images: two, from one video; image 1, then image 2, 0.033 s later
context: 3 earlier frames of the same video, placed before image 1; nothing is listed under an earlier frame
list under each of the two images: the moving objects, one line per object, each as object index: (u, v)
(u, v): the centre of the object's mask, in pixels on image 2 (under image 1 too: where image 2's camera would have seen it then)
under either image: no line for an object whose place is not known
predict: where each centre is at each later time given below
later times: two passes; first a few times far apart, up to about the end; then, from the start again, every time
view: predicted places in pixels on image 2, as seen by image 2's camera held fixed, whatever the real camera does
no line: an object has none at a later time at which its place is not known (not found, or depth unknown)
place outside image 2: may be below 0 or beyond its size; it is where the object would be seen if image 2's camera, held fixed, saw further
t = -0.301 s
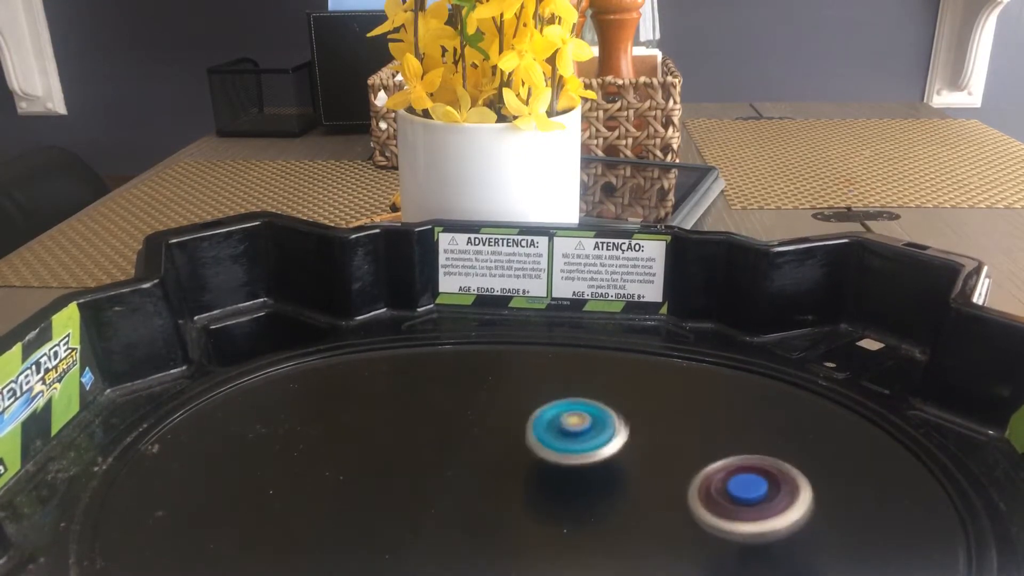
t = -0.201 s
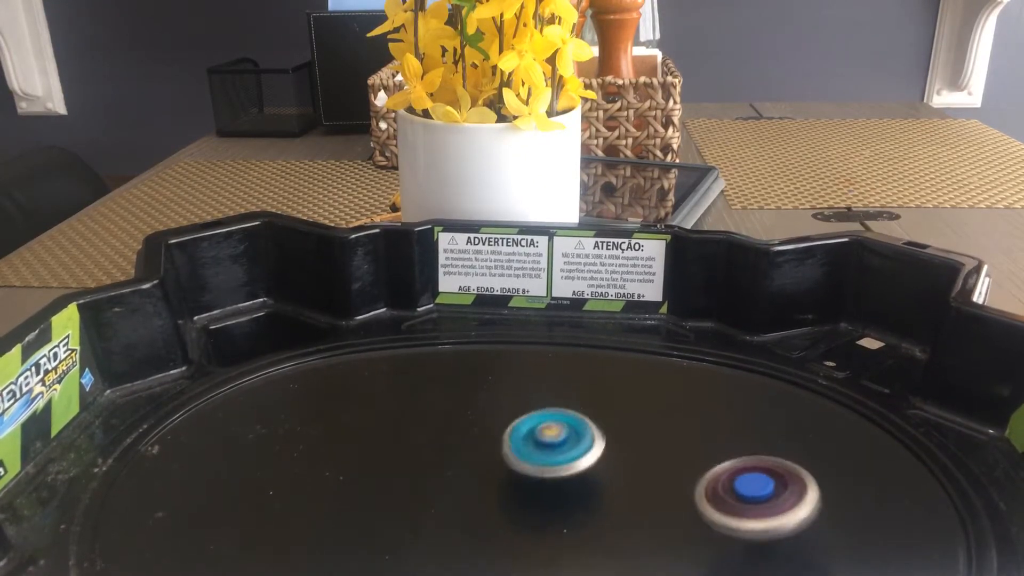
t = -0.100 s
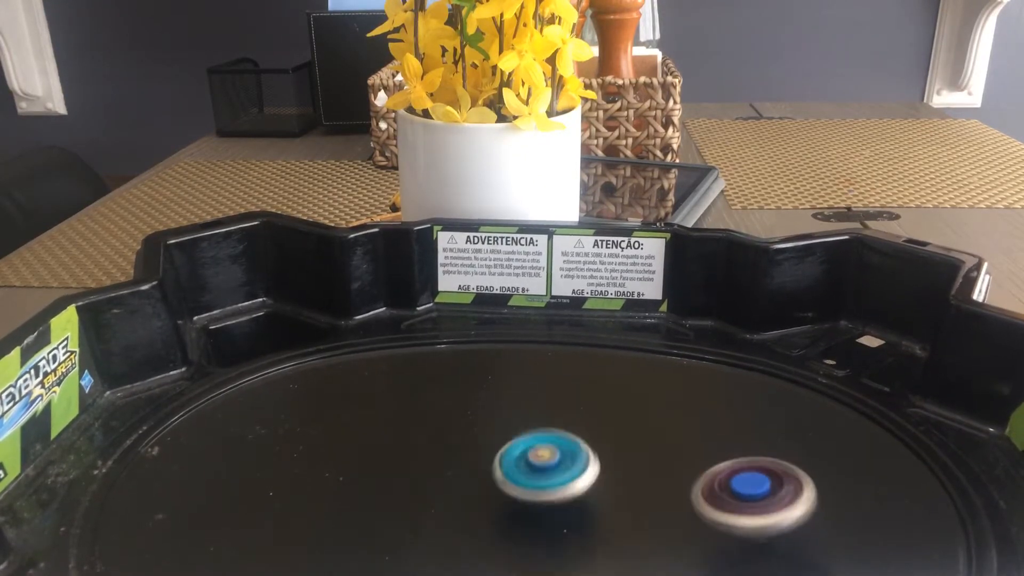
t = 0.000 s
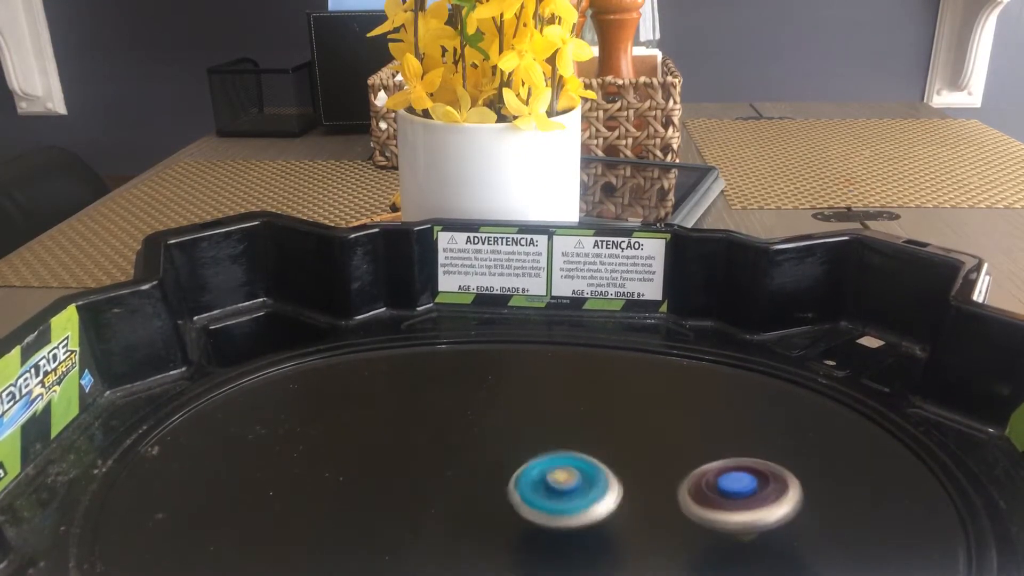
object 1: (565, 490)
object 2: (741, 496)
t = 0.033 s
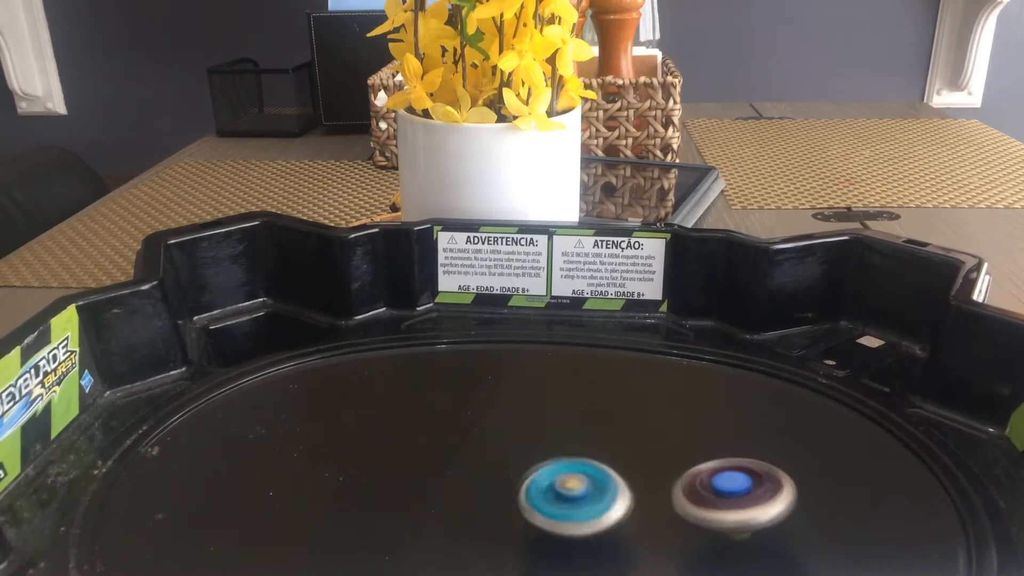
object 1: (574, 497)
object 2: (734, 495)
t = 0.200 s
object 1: (608, 507)
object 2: (756, 492)
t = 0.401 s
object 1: (607, 488)
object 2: (731, 483)
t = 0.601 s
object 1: (561, 487)
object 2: (674, 472)
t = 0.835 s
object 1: (528, 501)
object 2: (625, 455)
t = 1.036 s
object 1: (513, 502)
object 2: (584, 442)
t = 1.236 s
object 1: (499, 500)
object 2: (542, 432)
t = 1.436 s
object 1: (482, 497)
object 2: (508, 424)
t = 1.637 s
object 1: (422, 481)
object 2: (569, 399)
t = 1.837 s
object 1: (390, 485)
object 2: (592, 409)
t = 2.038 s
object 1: (435, 492)
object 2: (611, 406)
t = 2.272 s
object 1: (503, 476)
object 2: (639, 419)
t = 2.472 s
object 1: (516, 454)
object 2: (703, 448)
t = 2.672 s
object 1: (478, 443)
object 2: (763, 484)
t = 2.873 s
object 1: (461, 463)
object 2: (746, 511)
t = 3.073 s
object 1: (474, 486)
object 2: (685, 529)
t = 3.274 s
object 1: (483, 509)
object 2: (600, 528)
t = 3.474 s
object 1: (415, 491)
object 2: (588, 526)
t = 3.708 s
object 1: (415, 504)
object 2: (547, 489)
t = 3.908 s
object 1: (400, 504)
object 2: (534, 455)
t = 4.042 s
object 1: (395, 501)
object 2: (530, 435)
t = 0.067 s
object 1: (584, 505)
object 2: (727, 495)
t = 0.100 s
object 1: (595, 509)
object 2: (719, 494)
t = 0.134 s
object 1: (599, 507)
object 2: (732, 491)
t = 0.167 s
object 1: (604, 507)
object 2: (748, 492)
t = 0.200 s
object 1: (608, 507)
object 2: (756, 492)
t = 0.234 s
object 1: (613, 504)
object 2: (758, 492)
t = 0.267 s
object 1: (615, 500)
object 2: (754, 491)
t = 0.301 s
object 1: (617, 497)
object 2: (750, 489)
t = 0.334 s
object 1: (615, 494)
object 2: (744, 488)
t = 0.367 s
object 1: (613, 491)
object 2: (738, 485)
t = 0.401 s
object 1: (607, 488)
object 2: (731, 483)
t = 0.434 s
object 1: (603, 486)
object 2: (723, 481)
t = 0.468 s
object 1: (595, 485)
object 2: (714, 479)
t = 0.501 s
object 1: (589, 484)
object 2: (704, 477)
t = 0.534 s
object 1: (579, 483)
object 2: (695, 475)
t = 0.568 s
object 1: (569, 485)
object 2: (684, 473)
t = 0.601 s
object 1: (561, 487)
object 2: (674, 472)
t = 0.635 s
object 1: (554, 490)
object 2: (666, 470)
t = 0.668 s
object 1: (547, 493)
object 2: (658, 468)
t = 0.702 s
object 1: (543, 496)
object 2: (648, 465)
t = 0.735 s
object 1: (536, 499)
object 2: (645, 462)
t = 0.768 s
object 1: (534, 499)
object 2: (639, 461)
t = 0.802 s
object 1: (530, 501)
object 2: (632, 458)
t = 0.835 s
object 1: (528, 501)
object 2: (625, 455)
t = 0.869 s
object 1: (525, 503)
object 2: (618, 453)
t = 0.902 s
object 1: (523, 503)
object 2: (611, 450)
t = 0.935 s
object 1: (521, 503)
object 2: (604, 448)
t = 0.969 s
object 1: (518, 503)
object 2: (597, 446)
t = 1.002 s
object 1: (517, 503)
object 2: (590, 444)
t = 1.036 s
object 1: (513, 502)
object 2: (584, 442)
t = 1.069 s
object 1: (512, 502)
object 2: (577, 439)
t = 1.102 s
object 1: (508, 502)
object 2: (569, 438)
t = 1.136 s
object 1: (508, 501)
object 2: (562, 436)
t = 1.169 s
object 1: (503, 501)
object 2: (556, 435)
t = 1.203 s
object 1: (502, 500)
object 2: (549, 433)
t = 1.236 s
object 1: (499, 500)
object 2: (542, 432)
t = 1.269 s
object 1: (496, 499)
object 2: (534, 431)
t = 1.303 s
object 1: (493, 500)
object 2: (527, 430)
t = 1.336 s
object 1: (489, 498)
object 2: (520, 428)
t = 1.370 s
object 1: (488, 498)
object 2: (513, 427)
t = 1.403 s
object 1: (484, 498)
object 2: (510, 425)
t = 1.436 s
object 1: (482, 497)
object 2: (508, 424)
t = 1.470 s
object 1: (479, 495)
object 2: (506, 425)
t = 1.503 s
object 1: (471, 490)
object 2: (510, 417)
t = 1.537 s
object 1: (459, 491)
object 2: (527, 404)
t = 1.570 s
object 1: (444, 486)
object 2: (543, 403)
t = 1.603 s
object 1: (433, 483)
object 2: (556, 400)
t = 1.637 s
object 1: (422, 481)
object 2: (569, 399)
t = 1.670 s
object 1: (414, 479)
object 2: (578, 402)
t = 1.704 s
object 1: (406, 480)
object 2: (585, 404)
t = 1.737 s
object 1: (399, 479)
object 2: (589, 405)
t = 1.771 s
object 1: (394, 482)
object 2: (590, 406)
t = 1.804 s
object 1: (390, 483)
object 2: (591, 408)
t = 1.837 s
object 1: (390, 485)
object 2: (592, 409)
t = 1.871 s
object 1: (393, 487)
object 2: (593, 410)
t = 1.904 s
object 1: (396, 490)
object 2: (594, 409)
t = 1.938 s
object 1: (404, 492)
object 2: (598, 408)
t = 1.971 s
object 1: (413, 493)
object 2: (602, 406)
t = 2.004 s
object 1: (424, 492)
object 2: (606, 406)
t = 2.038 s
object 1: (435, 492)
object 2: (611, 406)
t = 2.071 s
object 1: (446, 491)
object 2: (616, 406)
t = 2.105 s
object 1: (454, 489)
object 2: (621, 407)
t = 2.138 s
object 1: (465, 486)
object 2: (625, 408)
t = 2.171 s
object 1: (475, 484)
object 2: (630, 410)
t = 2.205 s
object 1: (483, 481)
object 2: (632, 413)
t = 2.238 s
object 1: (493, 478)
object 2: (636, 416)
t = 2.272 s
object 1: (503, 476)
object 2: (639, 419)
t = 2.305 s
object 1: (511, 472)
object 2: (641, 423)
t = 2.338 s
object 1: (521, 470)
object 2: (643, 428)
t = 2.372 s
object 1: (529, 467)
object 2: (645, 433)
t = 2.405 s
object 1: (537, 464)
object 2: (646, 438)
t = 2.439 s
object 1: (532, 460)
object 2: (668, 444)
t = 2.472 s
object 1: (516, 454)
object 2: (703, 448)
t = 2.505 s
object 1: (505, 449)
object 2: (728, 457)
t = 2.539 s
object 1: (502, 447)
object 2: (748, 465)
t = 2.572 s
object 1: (497, 447)
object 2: (757, 470)
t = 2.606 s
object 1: (490, 445)
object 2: (760, 475)
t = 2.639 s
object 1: (483, 443)
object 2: (763, 479)
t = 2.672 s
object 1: (478, 443)
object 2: (763, 484)
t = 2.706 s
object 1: (472, 444)
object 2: (763, 488)
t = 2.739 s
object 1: (467, 445)
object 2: (762, 493)
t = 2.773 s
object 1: (462, 448)
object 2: (760, 497)
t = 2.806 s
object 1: (460, 453)
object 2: (757, 502)
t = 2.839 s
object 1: (460, 457)
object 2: (752, 506)
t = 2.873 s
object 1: (461, 463)
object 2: (746, 511)
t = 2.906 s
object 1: (462, 466)
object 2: (739, 514)
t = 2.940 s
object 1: (464, 470)
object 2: (730, 518)
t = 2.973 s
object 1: (467, 475)
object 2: (720, 522)
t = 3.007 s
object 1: (469, 480)
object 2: (709, 525)
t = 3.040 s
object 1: (471, 483)
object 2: (698, 527)
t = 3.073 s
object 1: (474, 486)
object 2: (685, 529)
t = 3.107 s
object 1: (477, 490)
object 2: (672, 530)
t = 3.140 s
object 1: (480, 494)
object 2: (657, 531)
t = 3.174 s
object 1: (482, 498)
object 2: (642, 531)
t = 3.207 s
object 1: (484, 502)
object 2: (627, 531)
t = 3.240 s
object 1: (485, 506)
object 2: (611, 523)
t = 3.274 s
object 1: (483, 509)
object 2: (600, 528)
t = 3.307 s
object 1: (476, 509)
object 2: (592, 527)
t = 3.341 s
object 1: (471, 506)
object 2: (587, 526)
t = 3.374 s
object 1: (453, 497)
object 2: (595, 531)
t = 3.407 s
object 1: (434, 489)
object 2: (597, 531)
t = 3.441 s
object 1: (423, 491)
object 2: (594, 530)
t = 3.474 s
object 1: (415, 491)
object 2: (588, 526)
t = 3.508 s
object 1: (408, 491)
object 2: (582, 522)
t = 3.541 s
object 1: (403, 488)
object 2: (576, 516)
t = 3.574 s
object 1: (404, 490)
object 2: (570, 510)
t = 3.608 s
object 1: (410, 487)
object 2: (564, 505)
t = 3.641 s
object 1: (416, 490)
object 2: (558, 500)
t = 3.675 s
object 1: (418, 497)
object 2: (552, 495)
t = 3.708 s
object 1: (415, 504)
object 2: (547, 489)
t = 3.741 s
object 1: (412, 507)
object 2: (544, 484)
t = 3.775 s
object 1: (409, 508)
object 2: (541, 478)
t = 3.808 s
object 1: (406, 507)
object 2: (539, 472)
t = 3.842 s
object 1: (403, 506)
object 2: (537, 466)
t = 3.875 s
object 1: (402, 505)
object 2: (536, 461)
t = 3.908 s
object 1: (400, 504)
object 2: (534, 455)
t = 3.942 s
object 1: (398, 503)
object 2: (533, 450)
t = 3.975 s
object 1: (396, 502)
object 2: (531, 444)
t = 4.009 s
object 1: (396, 501)
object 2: (530, 440)
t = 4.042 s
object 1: (395, 501)
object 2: (530, 435)
